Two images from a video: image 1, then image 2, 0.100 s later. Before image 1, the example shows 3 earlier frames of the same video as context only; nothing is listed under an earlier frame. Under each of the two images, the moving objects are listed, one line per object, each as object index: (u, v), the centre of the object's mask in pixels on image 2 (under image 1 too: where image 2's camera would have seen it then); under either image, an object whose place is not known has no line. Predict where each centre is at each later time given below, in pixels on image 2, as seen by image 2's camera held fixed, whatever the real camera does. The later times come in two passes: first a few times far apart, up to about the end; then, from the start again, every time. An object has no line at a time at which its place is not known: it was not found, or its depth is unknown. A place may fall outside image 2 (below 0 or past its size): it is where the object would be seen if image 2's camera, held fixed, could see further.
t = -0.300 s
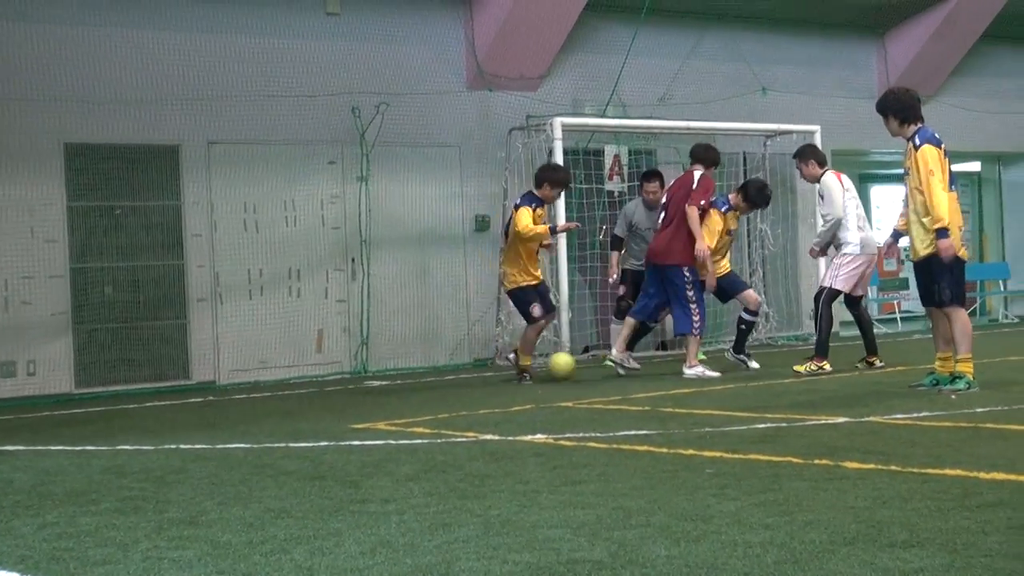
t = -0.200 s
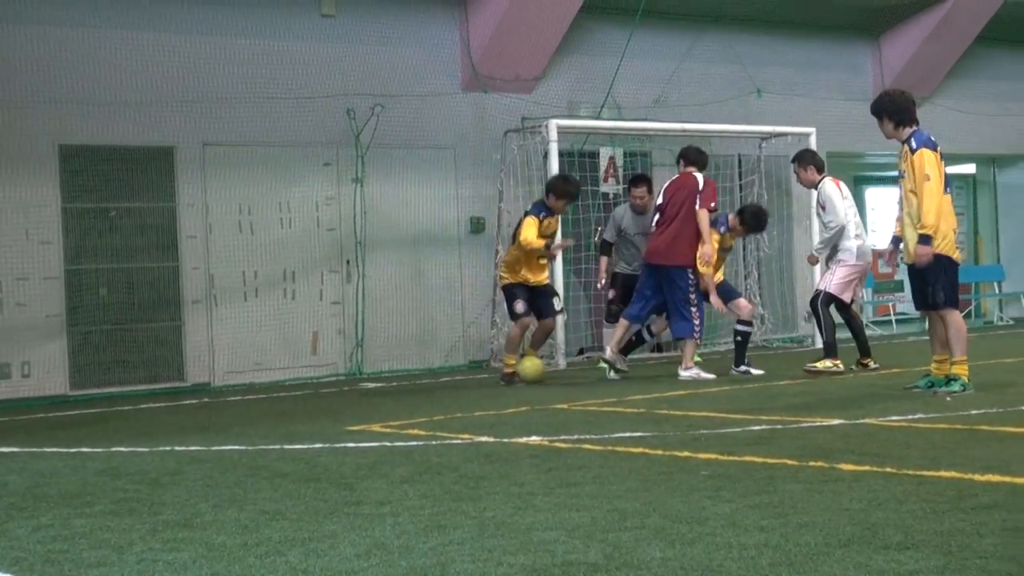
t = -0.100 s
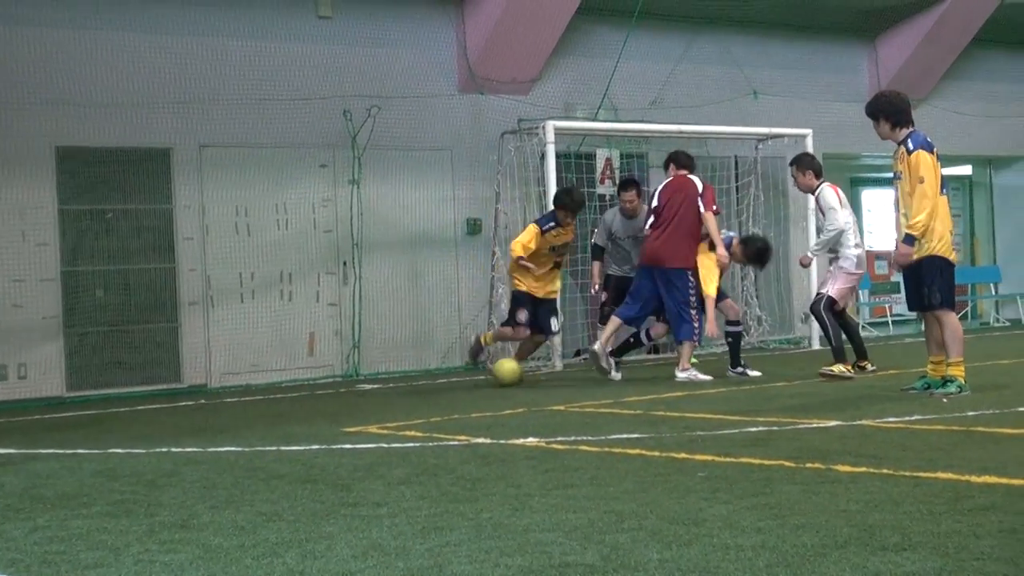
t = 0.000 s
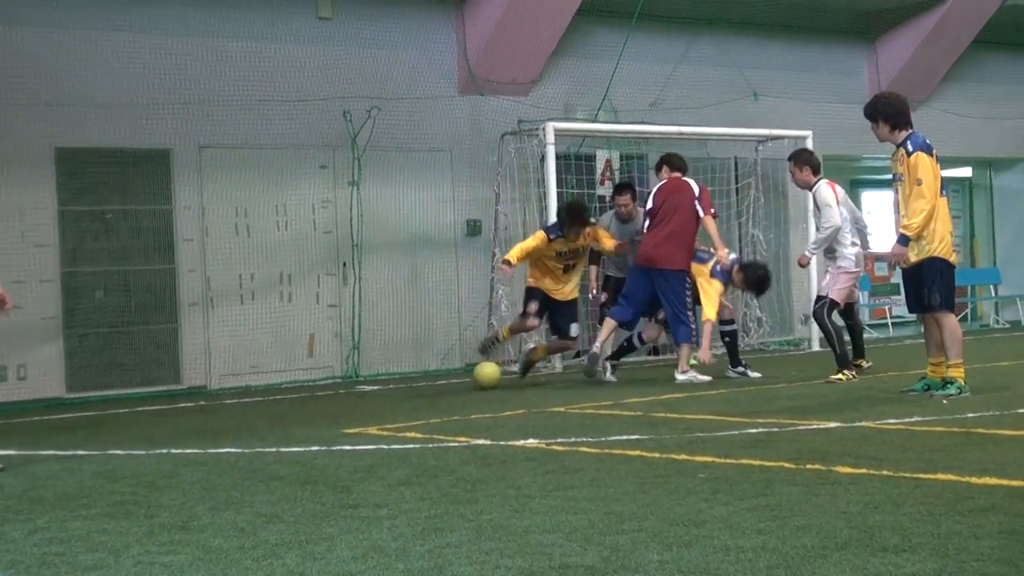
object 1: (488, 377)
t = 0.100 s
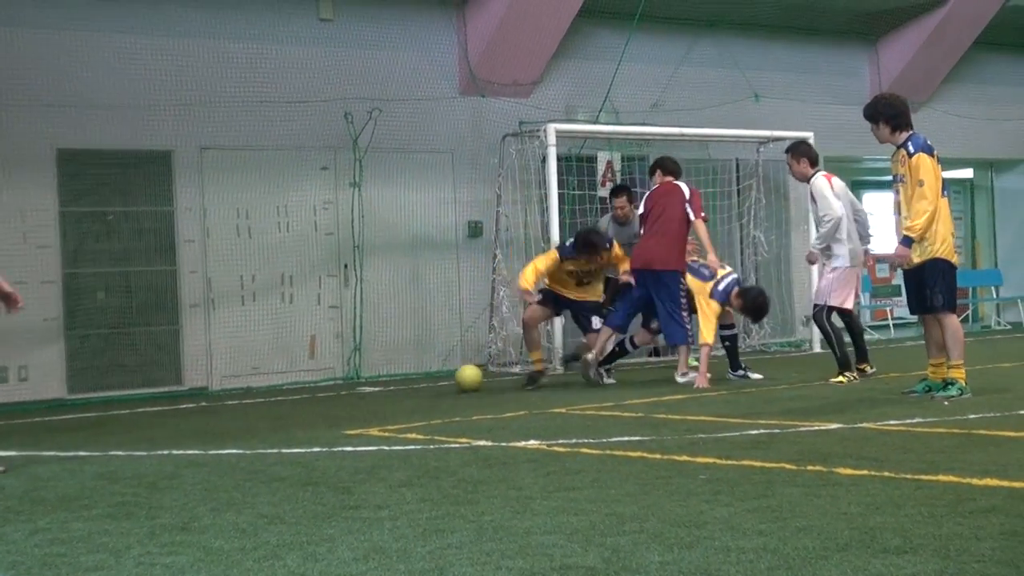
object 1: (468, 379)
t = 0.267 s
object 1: (437, 380)
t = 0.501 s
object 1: (396, 383)
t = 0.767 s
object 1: (351, 386)
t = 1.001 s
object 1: (316, 388)
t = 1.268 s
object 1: (278, 392)
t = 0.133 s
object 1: (462, 379)
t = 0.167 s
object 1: (456, 379)
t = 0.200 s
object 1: (450, 380)
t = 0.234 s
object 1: (444, 380)
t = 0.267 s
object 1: (437, 380)
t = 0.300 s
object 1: (431, 381)
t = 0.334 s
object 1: (425, 382)
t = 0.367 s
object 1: (419, 382)
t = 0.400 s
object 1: (413, 382)
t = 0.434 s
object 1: (408, 383)
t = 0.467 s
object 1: (402, 383)
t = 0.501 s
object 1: (396, 383)
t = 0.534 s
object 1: (390, 383)
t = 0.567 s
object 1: (385, 384)
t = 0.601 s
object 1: (379, 384)
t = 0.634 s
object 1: (373, 385)
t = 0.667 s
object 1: (368, 385)
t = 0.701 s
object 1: (362, 385)
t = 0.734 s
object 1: (357, 385)
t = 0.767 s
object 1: (351, 386)
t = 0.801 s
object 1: (347, 386)
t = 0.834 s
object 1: (341, 387)
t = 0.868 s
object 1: (336, 387)
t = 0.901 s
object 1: (331, 387)
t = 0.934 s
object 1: (326, 388)
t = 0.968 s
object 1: (320, 388)
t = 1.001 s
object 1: (316, 388)
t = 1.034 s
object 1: (312, 388)
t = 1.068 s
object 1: (306, 389)
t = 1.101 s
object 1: (301, 390)
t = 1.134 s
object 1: (297, 390)
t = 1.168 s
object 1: (292, 391)
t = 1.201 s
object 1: (287, 391)
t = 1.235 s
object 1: (283, 391)
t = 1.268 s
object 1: (278, 392)
